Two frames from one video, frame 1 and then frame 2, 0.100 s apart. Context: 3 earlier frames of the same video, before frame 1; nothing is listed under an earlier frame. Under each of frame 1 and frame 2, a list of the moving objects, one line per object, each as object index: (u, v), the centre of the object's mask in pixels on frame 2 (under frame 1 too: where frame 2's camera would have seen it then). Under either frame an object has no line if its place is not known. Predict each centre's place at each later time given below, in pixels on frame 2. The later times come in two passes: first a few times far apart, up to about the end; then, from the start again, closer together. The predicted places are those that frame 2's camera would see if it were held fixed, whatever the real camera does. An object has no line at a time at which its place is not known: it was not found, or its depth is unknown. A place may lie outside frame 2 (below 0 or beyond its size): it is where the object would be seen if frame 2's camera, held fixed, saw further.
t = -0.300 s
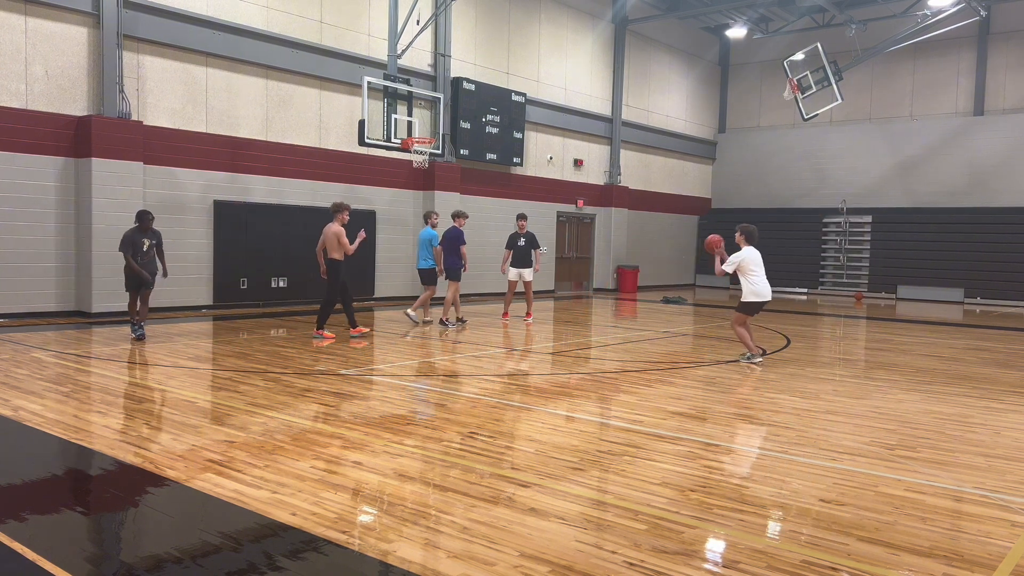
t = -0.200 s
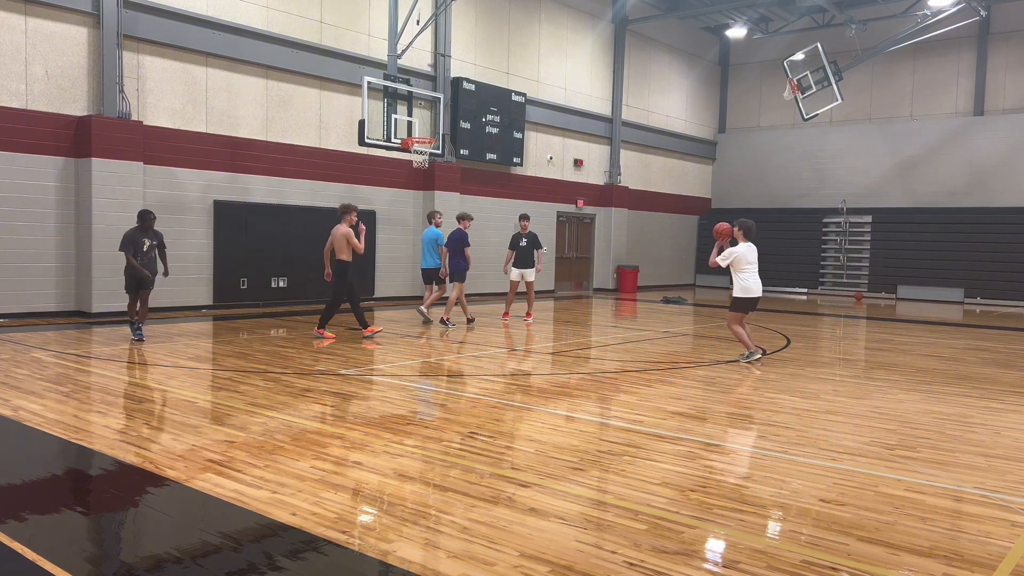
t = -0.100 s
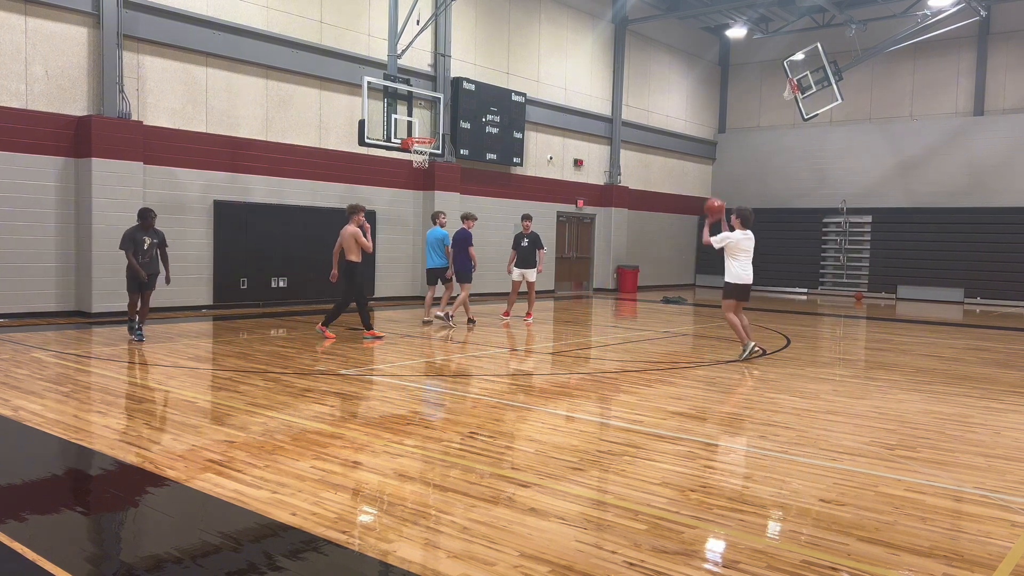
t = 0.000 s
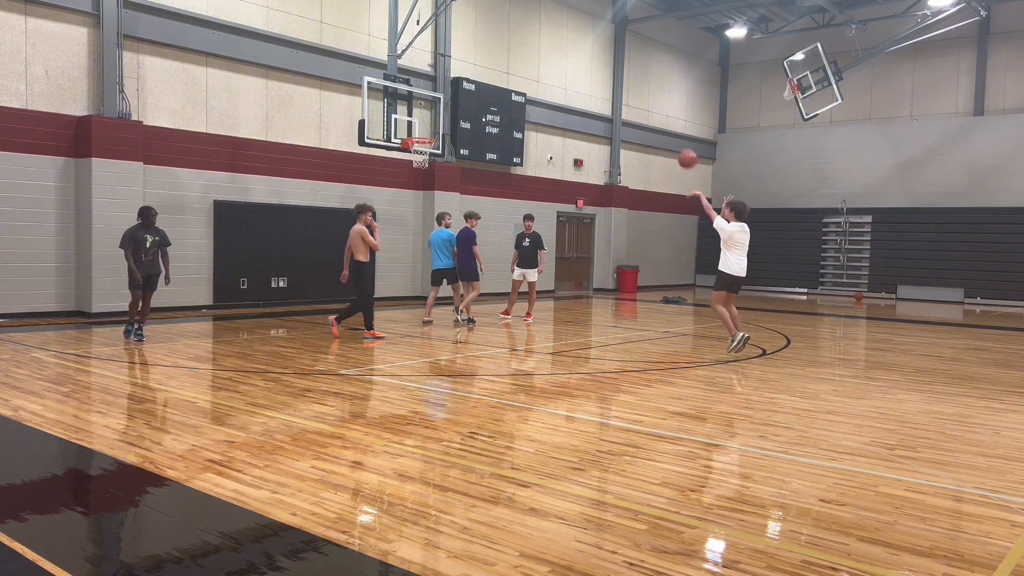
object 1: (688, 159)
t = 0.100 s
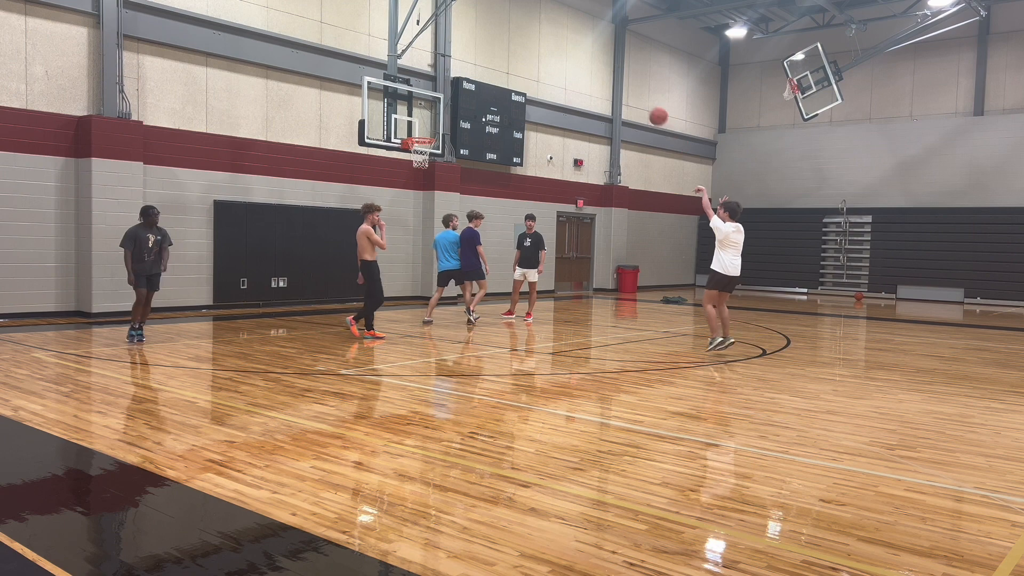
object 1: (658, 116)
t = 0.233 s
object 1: (621, 74)
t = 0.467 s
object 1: (562, 35)
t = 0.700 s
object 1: (509, 35)
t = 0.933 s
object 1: (460, 70)
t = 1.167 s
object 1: (418, 132)
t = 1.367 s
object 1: (433, 152)
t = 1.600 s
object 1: (430, 157)
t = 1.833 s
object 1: (419, 189)
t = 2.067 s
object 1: (408, 254)
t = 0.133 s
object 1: (649, 104)
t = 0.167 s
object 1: (639, 93)
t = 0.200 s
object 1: (631, 83)
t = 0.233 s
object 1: (621, 74)
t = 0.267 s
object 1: (613, 65)
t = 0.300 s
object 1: (604, 58)
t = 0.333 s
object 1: (595, 51)
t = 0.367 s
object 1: (587, 46)
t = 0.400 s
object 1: (578, 42)
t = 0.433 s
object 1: (570, 38)
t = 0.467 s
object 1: (562, 35)
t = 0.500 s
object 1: (554, 33)
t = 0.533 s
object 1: (546, 31)
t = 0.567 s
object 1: (539, 30)
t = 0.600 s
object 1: (531, 30)
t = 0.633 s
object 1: (523, 31)
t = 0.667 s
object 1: (516, 33)
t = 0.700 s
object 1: (509, 35)
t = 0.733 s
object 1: (501, 39)
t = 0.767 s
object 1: (494, 42)
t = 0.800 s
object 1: (487, 46)
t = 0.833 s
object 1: (480, 51)
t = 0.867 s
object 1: (474, 57)
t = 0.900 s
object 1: (467, 63)
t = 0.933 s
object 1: (460, 70)
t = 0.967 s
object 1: (454, 78)
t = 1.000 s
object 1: (448, 85)
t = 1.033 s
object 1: (442, 93)
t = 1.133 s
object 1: (424, 122)
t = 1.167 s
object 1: (418, 132)
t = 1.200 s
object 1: (416, 134)
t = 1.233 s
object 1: (416, 140)
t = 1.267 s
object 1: (420, 144)
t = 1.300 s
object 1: (424, 145)
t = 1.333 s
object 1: (429, 149)
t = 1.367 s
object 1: (433, 152)
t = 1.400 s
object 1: (434, 152)
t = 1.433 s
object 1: (435, 152)
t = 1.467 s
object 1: (434, 152)
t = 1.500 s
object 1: (434, 152)
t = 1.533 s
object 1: (433, 155)
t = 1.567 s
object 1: (432, 156)
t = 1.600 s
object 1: (430, 157)
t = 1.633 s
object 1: (429, 160)
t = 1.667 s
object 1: (427, 163)
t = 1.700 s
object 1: (426, 166)
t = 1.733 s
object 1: (424, 171)
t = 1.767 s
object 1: (423, 177)
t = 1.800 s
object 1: (421, 182)
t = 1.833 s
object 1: (419, 189)
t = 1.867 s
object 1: (418, 197)
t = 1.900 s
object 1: (416, 205)
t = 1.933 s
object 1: (415, 214)
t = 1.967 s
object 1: (413, 223)
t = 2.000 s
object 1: (411, 233)
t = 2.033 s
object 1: (410, 243)
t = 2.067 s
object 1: (408, 254)
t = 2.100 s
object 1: (406, 266)
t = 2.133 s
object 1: (405, 279)
